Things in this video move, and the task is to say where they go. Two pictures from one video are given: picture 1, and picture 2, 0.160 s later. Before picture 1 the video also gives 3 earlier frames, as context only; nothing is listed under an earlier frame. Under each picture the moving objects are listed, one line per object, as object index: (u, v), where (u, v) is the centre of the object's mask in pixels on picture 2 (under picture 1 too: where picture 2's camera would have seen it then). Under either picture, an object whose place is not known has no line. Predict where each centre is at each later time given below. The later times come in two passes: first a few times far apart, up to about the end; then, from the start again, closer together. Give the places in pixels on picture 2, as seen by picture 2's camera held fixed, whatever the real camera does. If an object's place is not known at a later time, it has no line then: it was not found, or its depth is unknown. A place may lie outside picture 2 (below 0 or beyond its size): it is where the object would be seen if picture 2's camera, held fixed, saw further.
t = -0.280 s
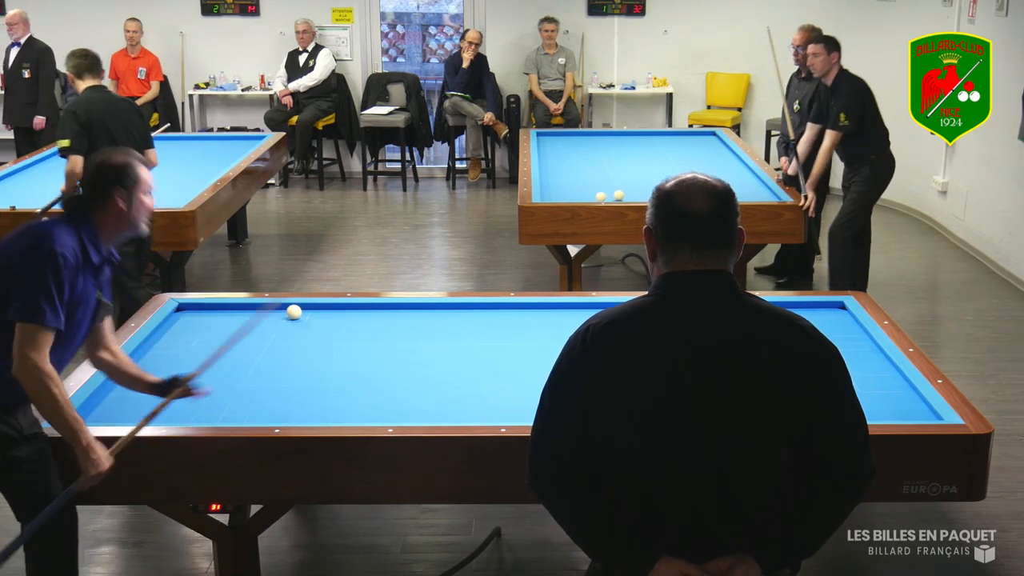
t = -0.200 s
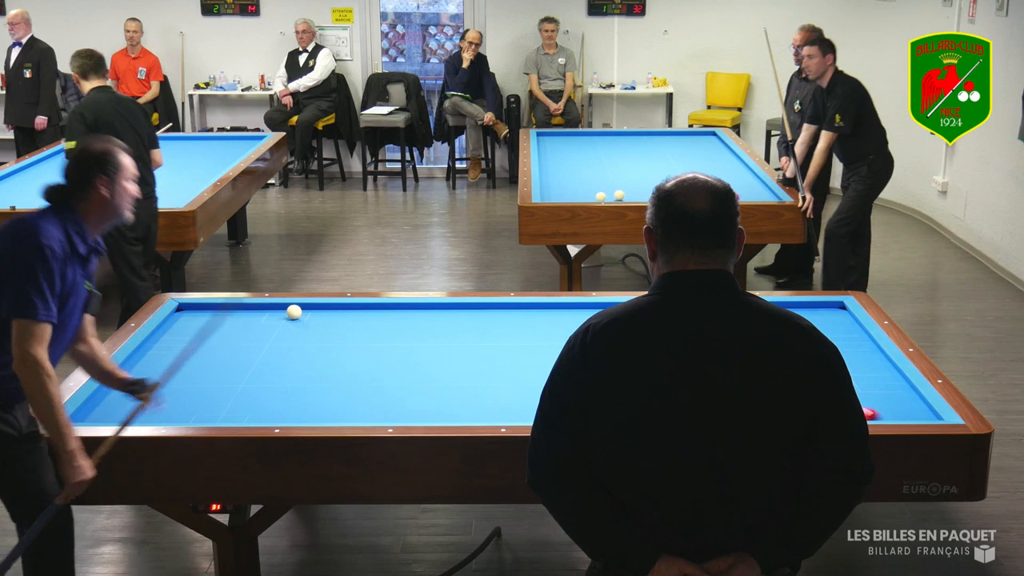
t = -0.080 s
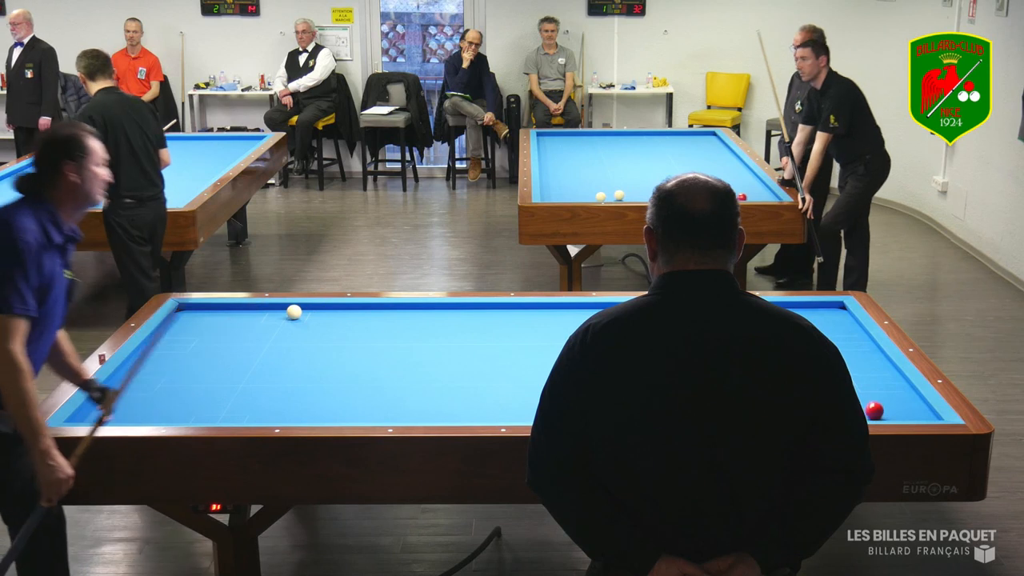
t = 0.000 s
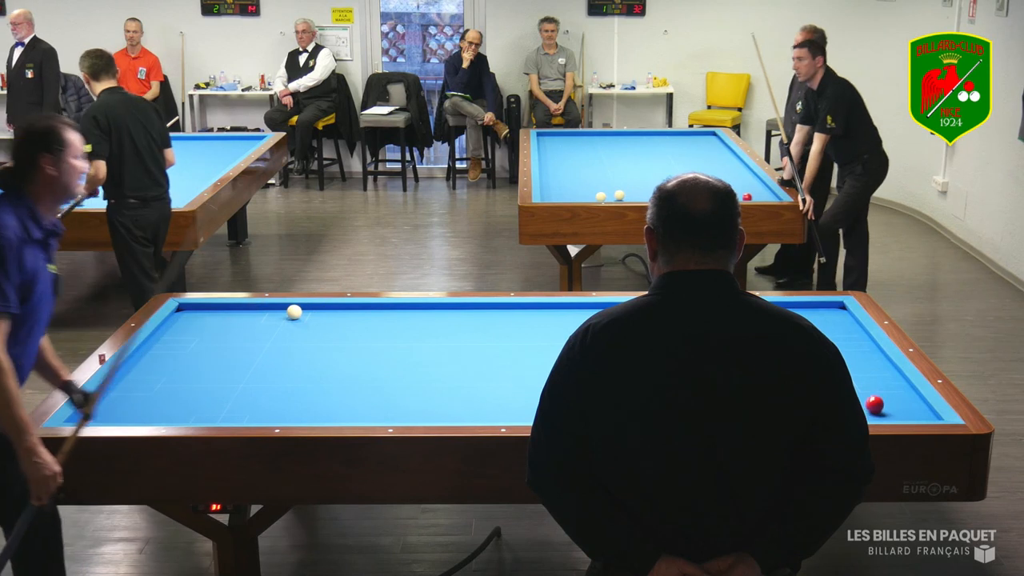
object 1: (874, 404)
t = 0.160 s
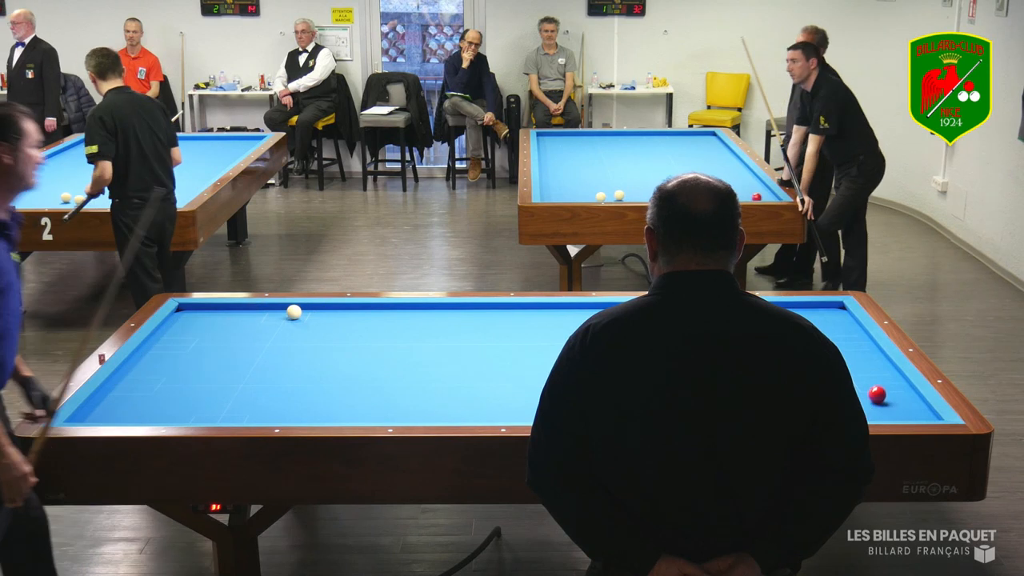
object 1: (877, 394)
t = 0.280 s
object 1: (879, 387)
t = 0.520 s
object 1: (883, 374)
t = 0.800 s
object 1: (881, 360)
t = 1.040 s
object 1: (866, 350)
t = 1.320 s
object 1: (850, 340)
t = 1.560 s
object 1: (838, 332)
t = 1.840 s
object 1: (824, 323)
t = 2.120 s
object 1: (812, 314)
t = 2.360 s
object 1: (802, 308)
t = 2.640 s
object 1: (795, 306)
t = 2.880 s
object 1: (794, 309)
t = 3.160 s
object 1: (792, 314)
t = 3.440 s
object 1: (790, 317)
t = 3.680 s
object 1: (789, 321)
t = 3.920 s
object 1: (791, 320)
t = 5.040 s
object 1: (783, 334)
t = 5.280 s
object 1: (785, 338)
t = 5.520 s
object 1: (785, 340)
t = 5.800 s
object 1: (785, 342)
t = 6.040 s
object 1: (785, 344)
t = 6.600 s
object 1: (781, 346)
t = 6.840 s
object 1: (786, 348)
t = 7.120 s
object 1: (786, 349)
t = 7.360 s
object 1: (787, 349)
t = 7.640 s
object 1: (787, 350)
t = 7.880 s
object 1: (787, 350)
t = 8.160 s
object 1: (787, 350)
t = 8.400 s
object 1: (787, 350)
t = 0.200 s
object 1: (878, 392)
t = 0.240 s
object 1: (878, 389)
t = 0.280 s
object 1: (879, 387)
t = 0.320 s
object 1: (880, 385)
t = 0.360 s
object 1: (880, 383)
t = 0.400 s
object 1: (881, 380)
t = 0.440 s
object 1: (882, 378)
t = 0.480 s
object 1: (882, 376)
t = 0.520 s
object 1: (883, 374)
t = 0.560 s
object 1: (884, 372)
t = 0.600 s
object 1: (884, 370)
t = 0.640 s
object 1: (885, 367)
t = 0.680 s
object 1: (886, 365)
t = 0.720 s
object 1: (886, 364)
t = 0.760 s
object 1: (884, 362)
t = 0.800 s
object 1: (881, 360)
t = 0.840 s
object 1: (879, 358)
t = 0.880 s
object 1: (876, 357)
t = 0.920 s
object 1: (874, 355)
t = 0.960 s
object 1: (871, 354)
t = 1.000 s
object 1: (869, 352)
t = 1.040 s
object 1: (866, 350)
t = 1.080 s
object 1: (864, 349)
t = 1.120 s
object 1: (862, 347)
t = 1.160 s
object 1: (859, 346)
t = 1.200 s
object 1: (857, 344)
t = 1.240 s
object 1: (855, 343)
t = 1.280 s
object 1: (852, 341)
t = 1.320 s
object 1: (850, 340)
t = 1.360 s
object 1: (848, 338)
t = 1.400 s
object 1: (846, 337)
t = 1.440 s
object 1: (844, 336)
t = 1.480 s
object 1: (842, 334)
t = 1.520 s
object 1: (839, 333)
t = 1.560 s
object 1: (838, 332)
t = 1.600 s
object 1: (836, 330)
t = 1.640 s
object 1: (834, 329)
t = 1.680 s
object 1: (832, 328)
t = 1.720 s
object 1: (830, 327)
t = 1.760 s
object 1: (828, 325)
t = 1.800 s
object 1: (826, 324)
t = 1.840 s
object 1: (824, 323)
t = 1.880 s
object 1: (822, 321)
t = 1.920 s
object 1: (820, 320)
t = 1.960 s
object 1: (818, 319)
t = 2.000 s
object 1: (817, 318)
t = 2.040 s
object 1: (815, 317)
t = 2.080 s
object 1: (813, 315)
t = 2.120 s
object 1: (812, 314)
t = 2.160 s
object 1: (810, 313)
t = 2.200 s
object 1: (808, 312)
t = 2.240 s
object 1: (806, 311)
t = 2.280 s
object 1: (805, 310)
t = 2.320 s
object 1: (803, 309)
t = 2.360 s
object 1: (802, 308)
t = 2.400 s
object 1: (800, 307)
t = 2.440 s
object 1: (799, 306)
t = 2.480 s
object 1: (797, 305)
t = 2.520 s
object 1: (796, 304)
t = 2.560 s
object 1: (796, 305)
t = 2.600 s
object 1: (796, 305)
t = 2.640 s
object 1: (795, 306)
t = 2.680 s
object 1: (795, 307)
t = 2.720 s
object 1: (795, 307)
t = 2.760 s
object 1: (794, 307)
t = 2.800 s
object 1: (794, 308)
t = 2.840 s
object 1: (794, 308)
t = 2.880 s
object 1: (794, 309)
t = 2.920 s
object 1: (793, 310)
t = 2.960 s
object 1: (793, 311)
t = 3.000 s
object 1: (793, 311)
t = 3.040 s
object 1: (792, 312)
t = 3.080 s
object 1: (792, 313)
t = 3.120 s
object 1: (792, 313)
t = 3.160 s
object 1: (792, 314)
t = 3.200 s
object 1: (792, 314)
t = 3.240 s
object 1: (791, 314)
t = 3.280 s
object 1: (791, 315)
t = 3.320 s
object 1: (791, 316)
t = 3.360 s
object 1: (791, 316)
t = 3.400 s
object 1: (790, 317)
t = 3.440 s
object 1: (790, 317)
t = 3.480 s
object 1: (790, 318)
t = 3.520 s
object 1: (790, 319)
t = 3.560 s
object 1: (789, 319)
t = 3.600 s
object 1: (789, 320)
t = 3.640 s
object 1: (789, 320)
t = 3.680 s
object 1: (789, 321)
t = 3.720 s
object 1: (789, 321)
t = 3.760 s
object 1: (789, 322)
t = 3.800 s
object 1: (788, 322)
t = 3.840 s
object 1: (789, 322)
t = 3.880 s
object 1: (789, 321)
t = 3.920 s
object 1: (791, 320)
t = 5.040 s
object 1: (783, 334)
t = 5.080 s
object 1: (785, 336)
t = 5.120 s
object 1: (785, 337)
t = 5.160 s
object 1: (785, 337)
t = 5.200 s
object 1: (785, 337)
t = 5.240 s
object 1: (785, 338)
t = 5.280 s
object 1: (785, 338)
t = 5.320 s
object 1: (785, 338)
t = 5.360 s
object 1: (785, 339)
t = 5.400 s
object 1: (785, 339)
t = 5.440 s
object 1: (785, 339)
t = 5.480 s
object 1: (785, 340)
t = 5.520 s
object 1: (785, 340)
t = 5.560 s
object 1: (785, 340)
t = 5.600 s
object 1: (785, 341)
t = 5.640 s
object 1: (785, 341)
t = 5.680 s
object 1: (785, 341)
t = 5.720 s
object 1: (785, 342)
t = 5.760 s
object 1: (785, 342)
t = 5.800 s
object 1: (785, 342)
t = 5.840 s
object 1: (785, 342)
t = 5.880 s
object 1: (785, 343)
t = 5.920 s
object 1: (785, 343)
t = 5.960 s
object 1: (784, 342)
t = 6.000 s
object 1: (784, 344)
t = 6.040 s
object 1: (785, 344)
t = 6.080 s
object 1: (785, 342)
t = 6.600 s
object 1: (781, 346)
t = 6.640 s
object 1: (786, 347)
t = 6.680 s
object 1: (785, 347)
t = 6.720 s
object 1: (786, 347)
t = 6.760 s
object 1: (786, 347)
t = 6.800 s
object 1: (786, 348)
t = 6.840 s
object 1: (786, 348)
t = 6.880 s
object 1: (786, 348)
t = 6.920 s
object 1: (786, 348)
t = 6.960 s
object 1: (786, 348)
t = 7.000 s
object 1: (786, 349)
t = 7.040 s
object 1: (786, 349)
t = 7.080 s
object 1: (786, 349)
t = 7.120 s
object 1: (786, 349)
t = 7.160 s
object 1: (786, 349)
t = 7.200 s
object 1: (786, 349)
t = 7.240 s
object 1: (787, 349)
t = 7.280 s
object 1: (787, 349)
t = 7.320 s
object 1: (787, 349)
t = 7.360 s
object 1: (787, 349)
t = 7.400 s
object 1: (787, 350)
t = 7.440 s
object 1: (787, 350)
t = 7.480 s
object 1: (787, 350)
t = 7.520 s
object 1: (787, 350)
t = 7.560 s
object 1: (787, 350)
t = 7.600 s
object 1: (787, 350)
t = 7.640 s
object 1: (787, 350)
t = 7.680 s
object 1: (787, 350)
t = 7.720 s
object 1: (787, 350)
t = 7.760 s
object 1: (787, 350)
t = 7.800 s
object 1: (787, 350)
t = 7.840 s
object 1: (787, 350)
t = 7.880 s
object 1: (787, 350)
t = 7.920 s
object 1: (787, 350)
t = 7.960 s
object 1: (787, 350)
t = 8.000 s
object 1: (787, 350)
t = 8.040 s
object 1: (787, 350)
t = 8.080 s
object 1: (787, 350)
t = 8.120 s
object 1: (787, 350)
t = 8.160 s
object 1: (787, 350)
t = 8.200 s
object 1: (787, 350)
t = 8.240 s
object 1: (787, 350)
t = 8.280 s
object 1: (787, 350)
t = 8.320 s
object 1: (787, 350)
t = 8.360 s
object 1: (787, 350)
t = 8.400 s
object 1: (787, 350)
